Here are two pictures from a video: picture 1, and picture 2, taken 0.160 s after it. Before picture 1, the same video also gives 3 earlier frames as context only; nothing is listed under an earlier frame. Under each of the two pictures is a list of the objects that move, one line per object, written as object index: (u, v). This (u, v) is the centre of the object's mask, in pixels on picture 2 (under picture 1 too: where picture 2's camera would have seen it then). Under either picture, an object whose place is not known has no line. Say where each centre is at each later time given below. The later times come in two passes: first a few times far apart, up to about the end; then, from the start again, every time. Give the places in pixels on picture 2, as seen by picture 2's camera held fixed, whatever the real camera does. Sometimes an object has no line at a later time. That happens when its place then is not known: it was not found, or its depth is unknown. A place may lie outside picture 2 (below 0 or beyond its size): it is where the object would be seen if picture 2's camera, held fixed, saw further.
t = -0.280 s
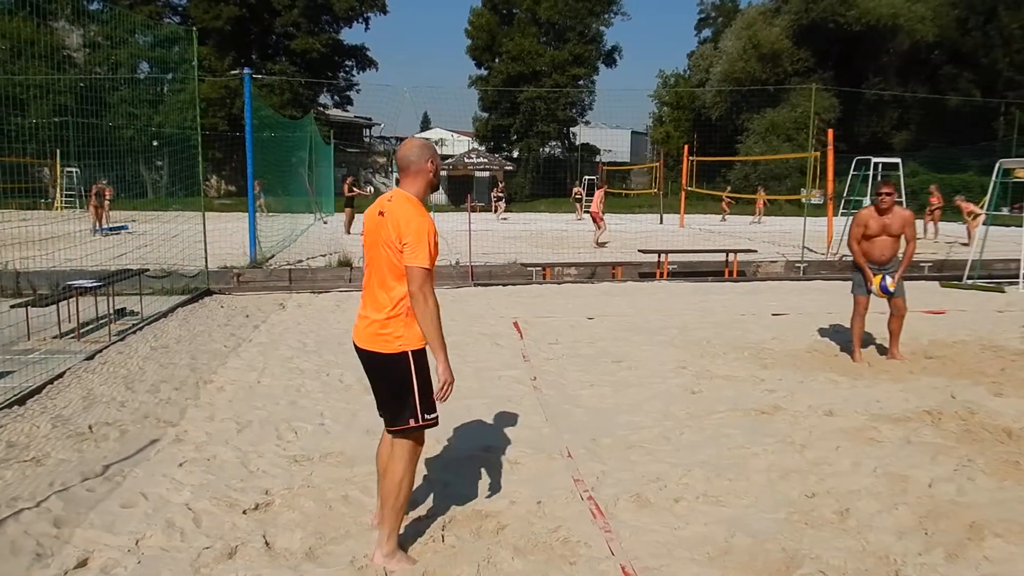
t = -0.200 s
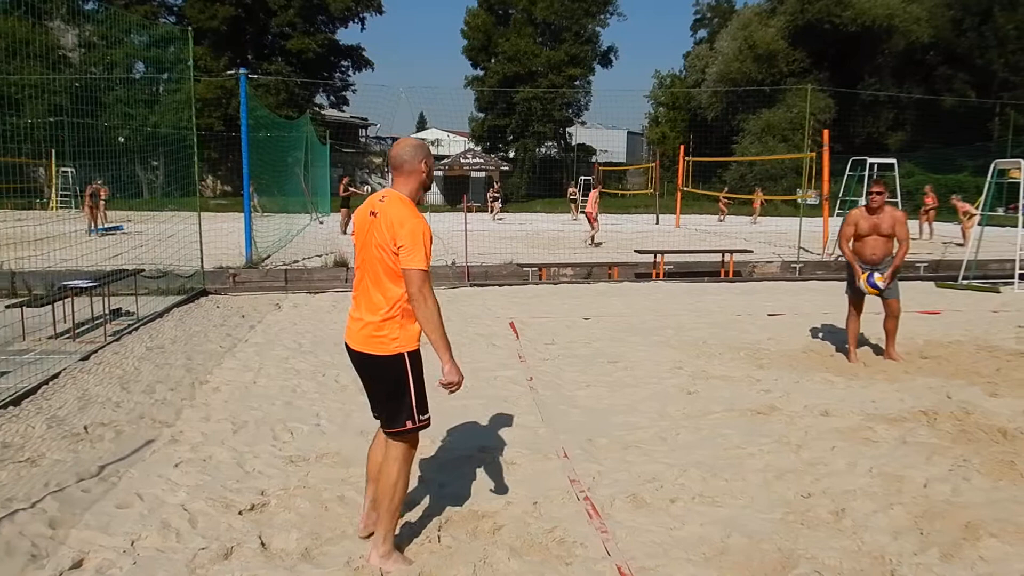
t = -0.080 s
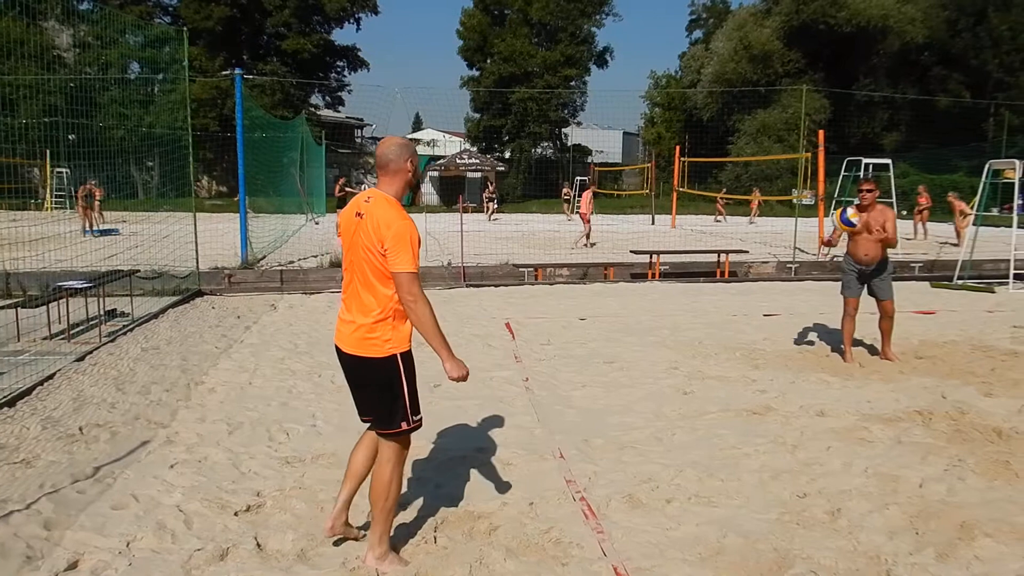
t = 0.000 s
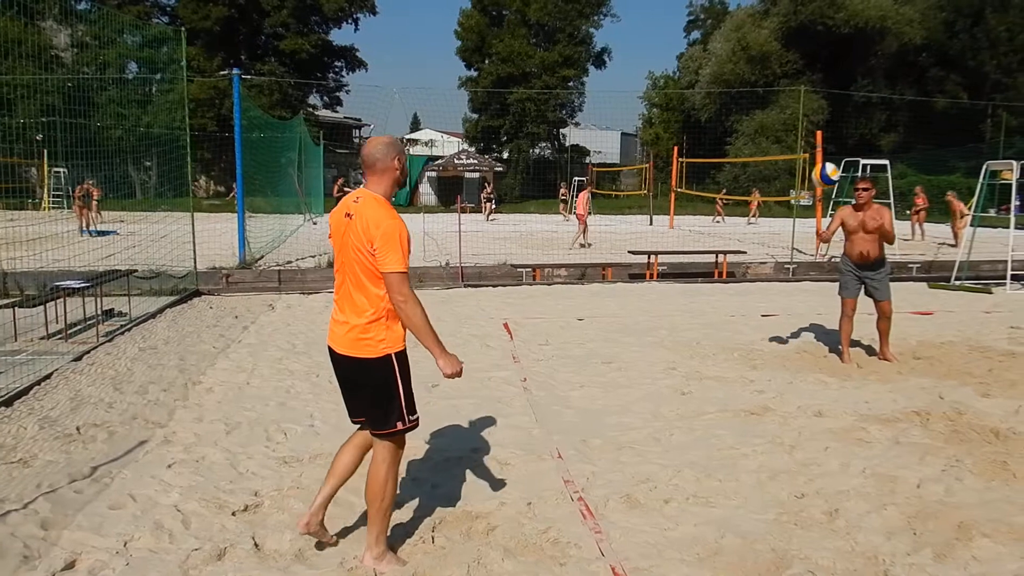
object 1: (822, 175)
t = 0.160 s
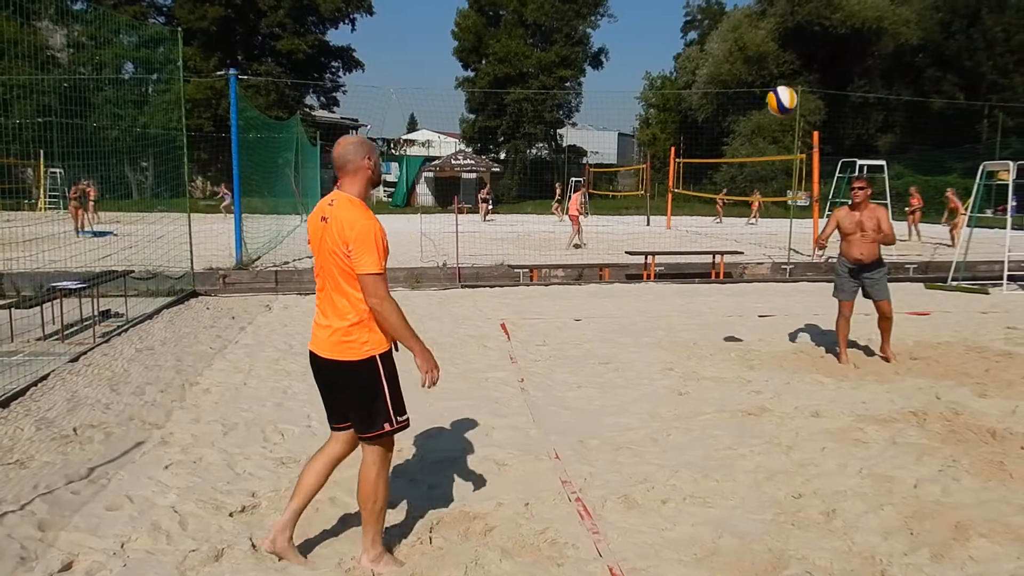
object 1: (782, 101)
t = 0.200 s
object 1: (770, 85)
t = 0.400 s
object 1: (699, 37)
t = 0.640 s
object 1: (584, 62)
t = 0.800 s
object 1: (484, 158)
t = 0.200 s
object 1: (770, 85)
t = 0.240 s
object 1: (757, 72)
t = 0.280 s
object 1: (744, 60)
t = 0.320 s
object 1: (730, 50)
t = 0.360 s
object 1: (715, 43)
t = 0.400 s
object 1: (699, 37)
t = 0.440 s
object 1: (683, 34)
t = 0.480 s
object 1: (666, 33)
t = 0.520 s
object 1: (647, 36)
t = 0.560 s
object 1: (627, 41)
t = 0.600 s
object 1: (606, 50)
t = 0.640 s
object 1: (584, 62)
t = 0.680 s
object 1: (561, 79)
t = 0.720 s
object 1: (537, 101)
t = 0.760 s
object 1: (511, 127)
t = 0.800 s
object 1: (484, 158)
